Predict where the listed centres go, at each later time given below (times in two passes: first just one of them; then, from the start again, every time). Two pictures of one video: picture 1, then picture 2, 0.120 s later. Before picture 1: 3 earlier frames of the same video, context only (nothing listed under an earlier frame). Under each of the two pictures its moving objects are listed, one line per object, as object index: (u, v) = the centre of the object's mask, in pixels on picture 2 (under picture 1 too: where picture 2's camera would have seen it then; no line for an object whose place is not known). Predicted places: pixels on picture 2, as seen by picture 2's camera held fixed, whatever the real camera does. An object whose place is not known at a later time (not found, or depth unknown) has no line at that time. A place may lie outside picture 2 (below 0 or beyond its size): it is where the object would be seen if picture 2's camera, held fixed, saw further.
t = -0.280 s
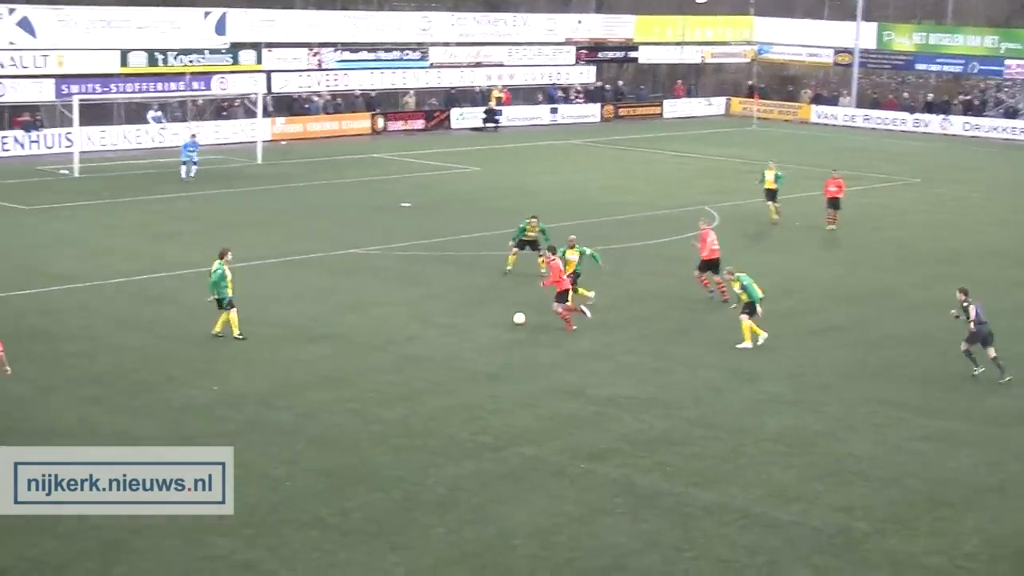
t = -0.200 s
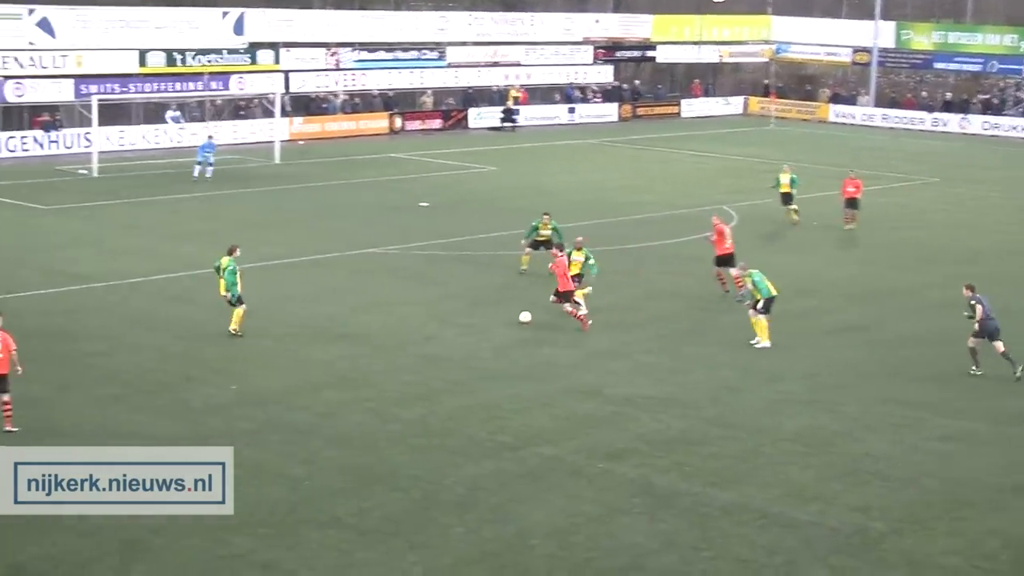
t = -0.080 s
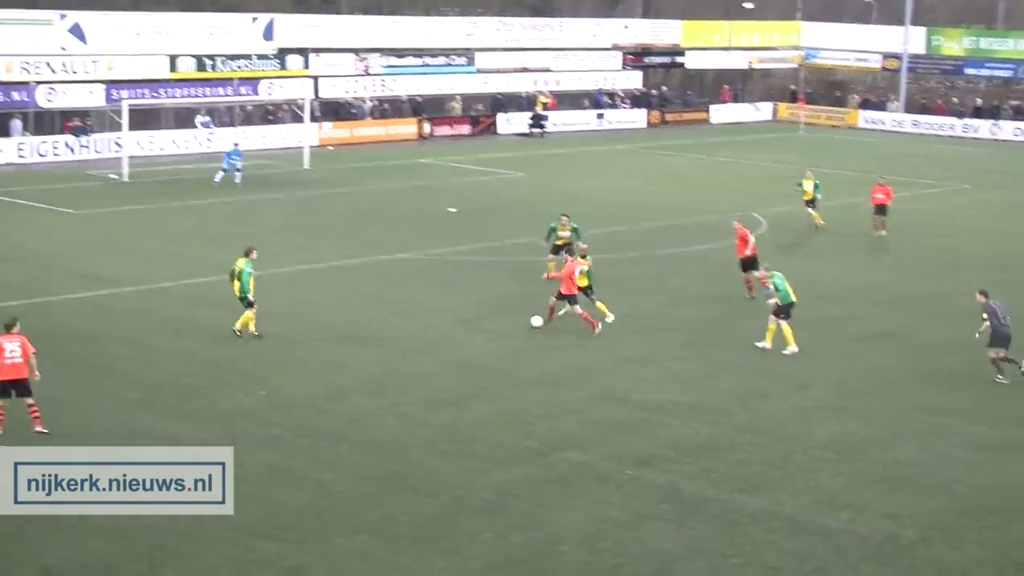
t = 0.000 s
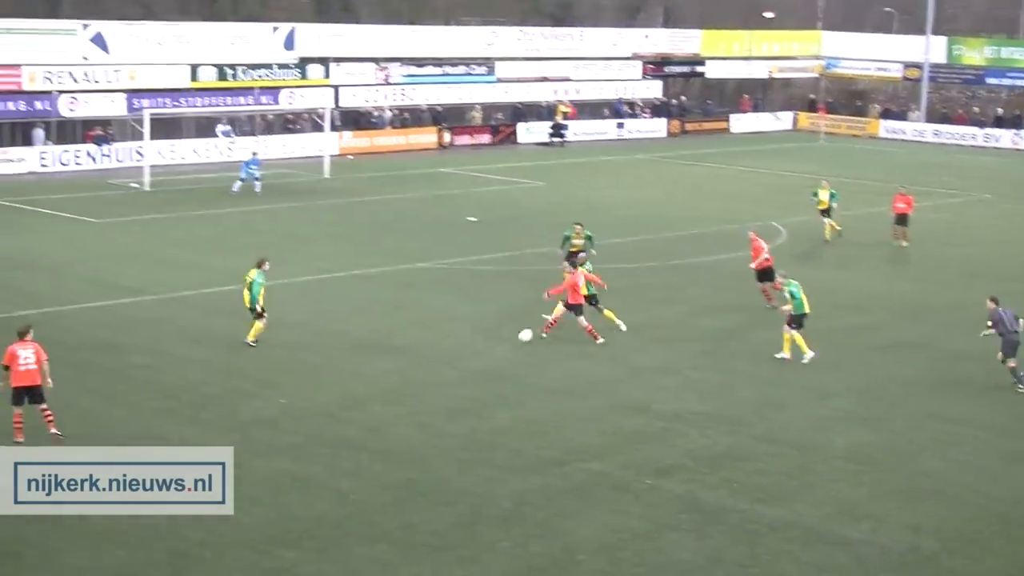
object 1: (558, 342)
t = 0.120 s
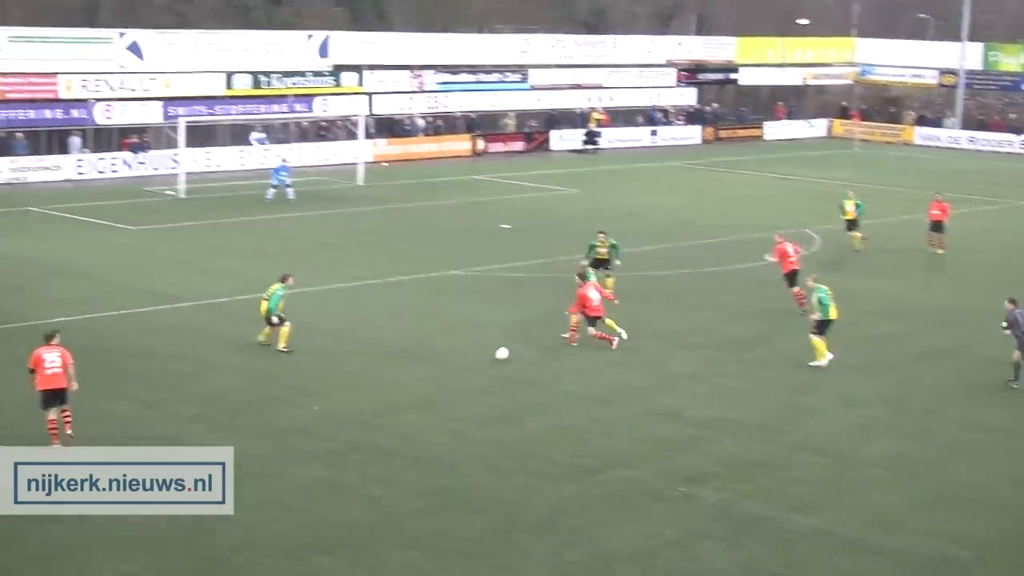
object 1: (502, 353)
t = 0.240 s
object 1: (445, 364)
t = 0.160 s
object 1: (483, 357)
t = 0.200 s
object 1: (465, 360)
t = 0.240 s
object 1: (445, 364)
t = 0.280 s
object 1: (427, 367)
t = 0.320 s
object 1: (408, 371)
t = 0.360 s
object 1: (389, 376)
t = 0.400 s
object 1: (370, 379)
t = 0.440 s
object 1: (352, 382)
